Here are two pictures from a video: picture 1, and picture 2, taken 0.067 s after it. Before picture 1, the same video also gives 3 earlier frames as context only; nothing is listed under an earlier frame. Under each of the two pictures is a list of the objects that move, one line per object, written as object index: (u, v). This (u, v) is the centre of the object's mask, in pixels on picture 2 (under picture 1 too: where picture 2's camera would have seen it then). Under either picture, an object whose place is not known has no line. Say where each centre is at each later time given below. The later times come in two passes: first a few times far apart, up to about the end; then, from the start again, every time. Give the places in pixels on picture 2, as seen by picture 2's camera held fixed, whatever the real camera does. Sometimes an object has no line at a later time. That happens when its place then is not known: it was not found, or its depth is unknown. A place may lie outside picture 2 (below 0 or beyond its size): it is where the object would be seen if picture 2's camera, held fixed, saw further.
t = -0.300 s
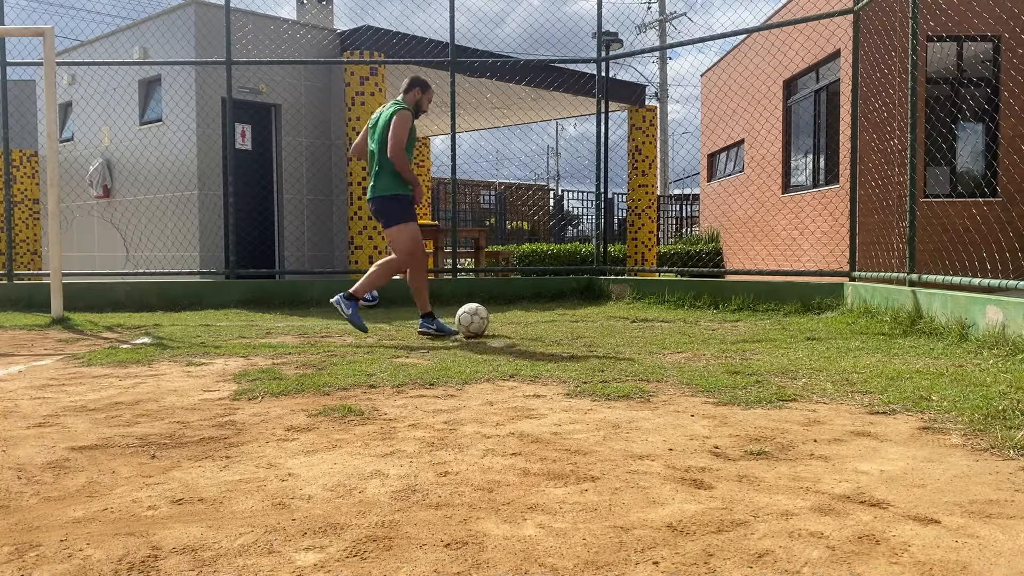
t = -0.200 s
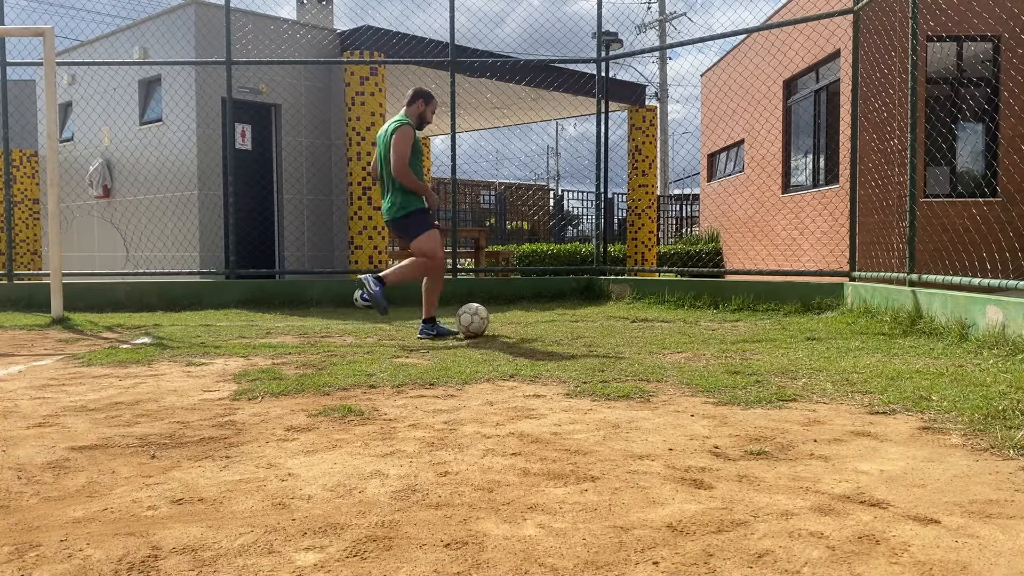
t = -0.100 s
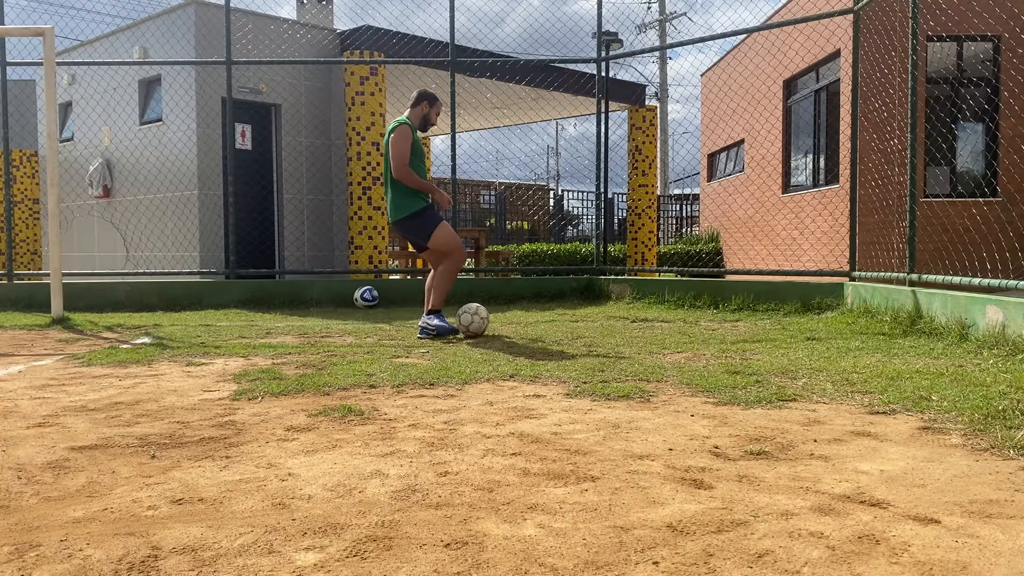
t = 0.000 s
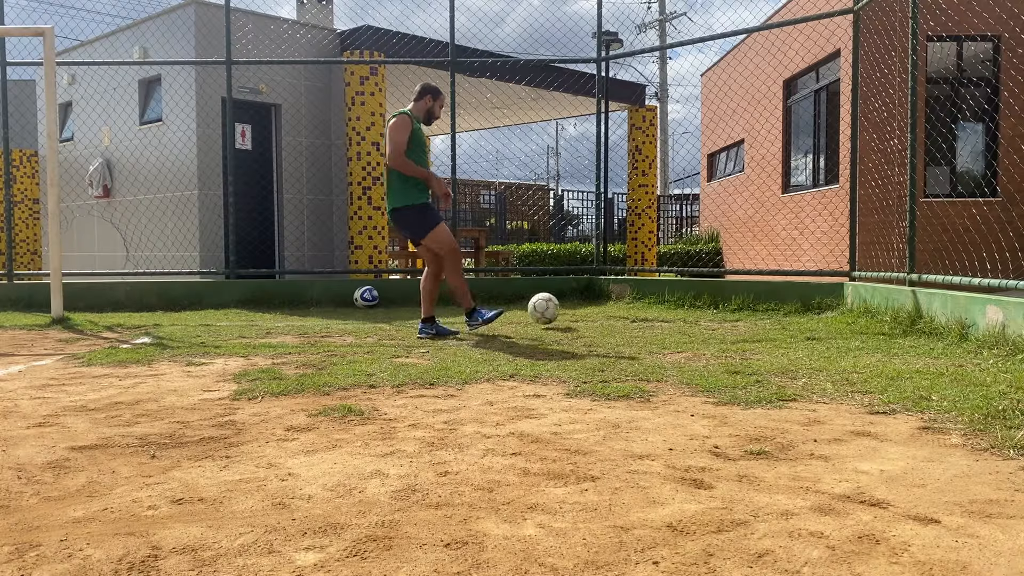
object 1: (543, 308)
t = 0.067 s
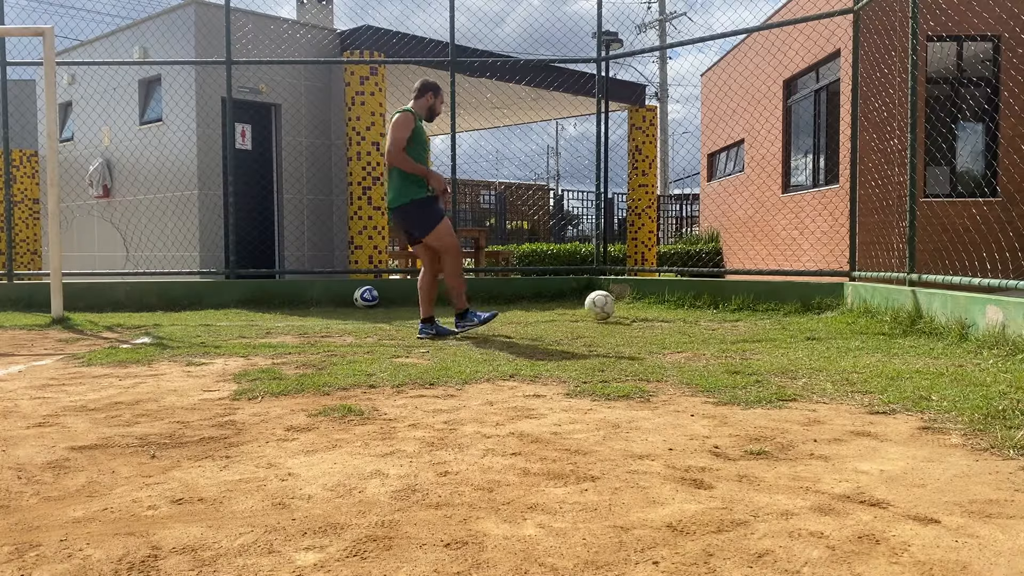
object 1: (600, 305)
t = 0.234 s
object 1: (698, 293)
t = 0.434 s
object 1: (609, 299)
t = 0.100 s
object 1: (626, 306)
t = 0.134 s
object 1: (647, 302)
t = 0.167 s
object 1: (666, 296)
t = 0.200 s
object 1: (684, 294)
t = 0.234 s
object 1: (698, 293)
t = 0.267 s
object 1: (685, 291)
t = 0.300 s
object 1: (671, 289)
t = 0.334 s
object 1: (656, 288)
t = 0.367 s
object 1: (641, 291)
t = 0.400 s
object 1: (626, 294)
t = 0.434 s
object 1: (609, 299)
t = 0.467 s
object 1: (593, 305)
